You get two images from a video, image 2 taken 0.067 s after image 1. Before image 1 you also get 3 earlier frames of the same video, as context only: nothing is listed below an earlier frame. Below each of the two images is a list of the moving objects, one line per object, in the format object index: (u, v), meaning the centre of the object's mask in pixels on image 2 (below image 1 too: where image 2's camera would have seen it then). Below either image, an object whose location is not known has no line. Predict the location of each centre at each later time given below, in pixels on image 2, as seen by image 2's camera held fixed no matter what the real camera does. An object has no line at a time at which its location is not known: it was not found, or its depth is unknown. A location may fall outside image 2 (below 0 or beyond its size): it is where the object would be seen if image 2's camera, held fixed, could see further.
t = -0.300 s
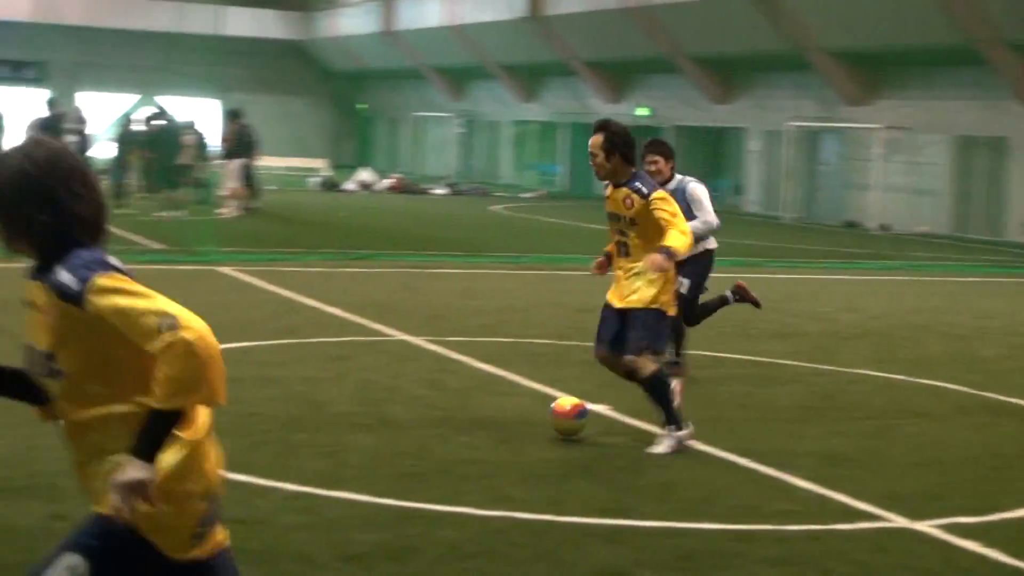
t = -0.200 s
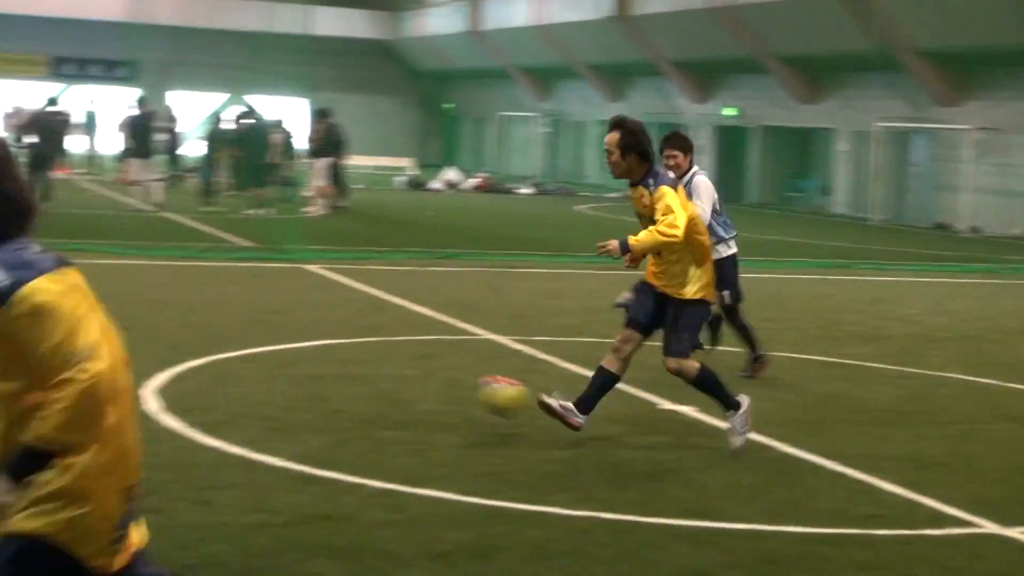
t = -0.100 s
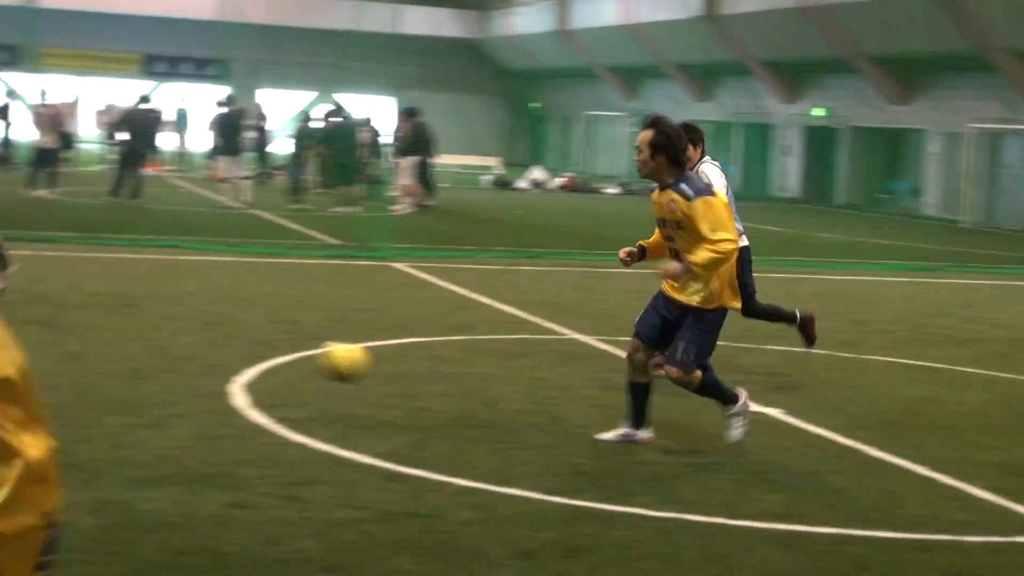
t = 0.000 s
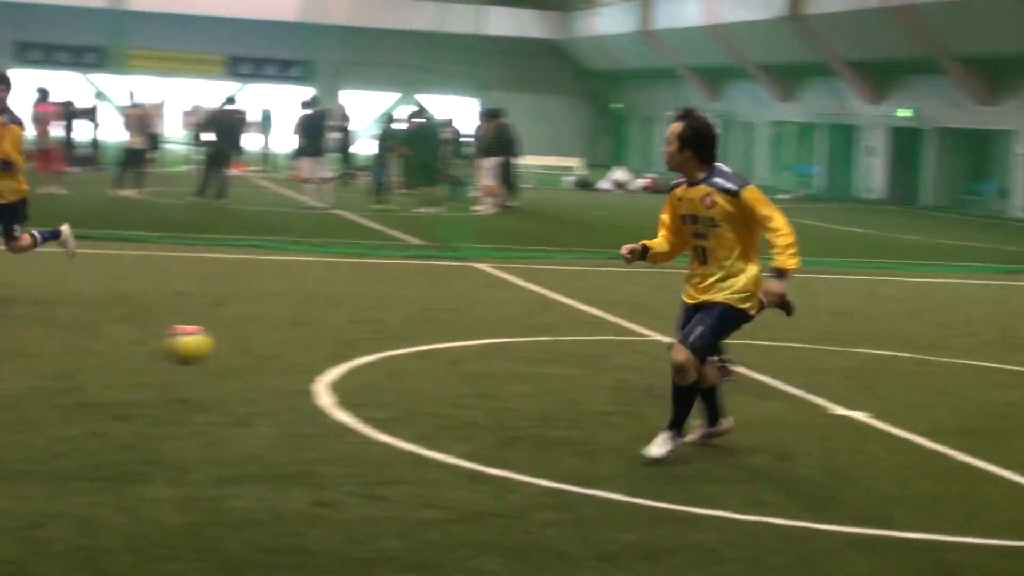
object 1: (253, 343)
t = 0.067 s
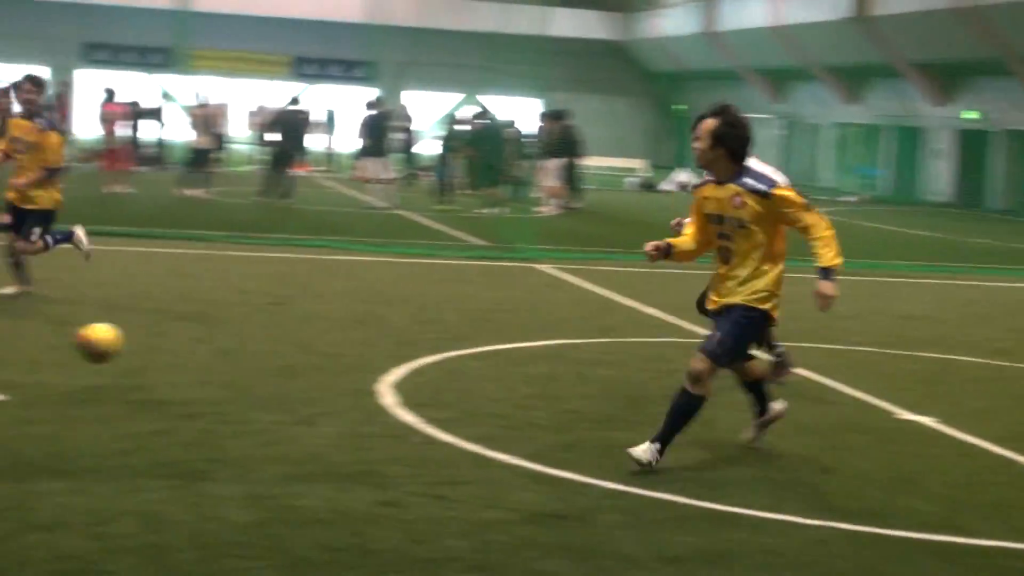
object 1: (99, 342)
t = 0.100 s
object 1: (22, 345)
